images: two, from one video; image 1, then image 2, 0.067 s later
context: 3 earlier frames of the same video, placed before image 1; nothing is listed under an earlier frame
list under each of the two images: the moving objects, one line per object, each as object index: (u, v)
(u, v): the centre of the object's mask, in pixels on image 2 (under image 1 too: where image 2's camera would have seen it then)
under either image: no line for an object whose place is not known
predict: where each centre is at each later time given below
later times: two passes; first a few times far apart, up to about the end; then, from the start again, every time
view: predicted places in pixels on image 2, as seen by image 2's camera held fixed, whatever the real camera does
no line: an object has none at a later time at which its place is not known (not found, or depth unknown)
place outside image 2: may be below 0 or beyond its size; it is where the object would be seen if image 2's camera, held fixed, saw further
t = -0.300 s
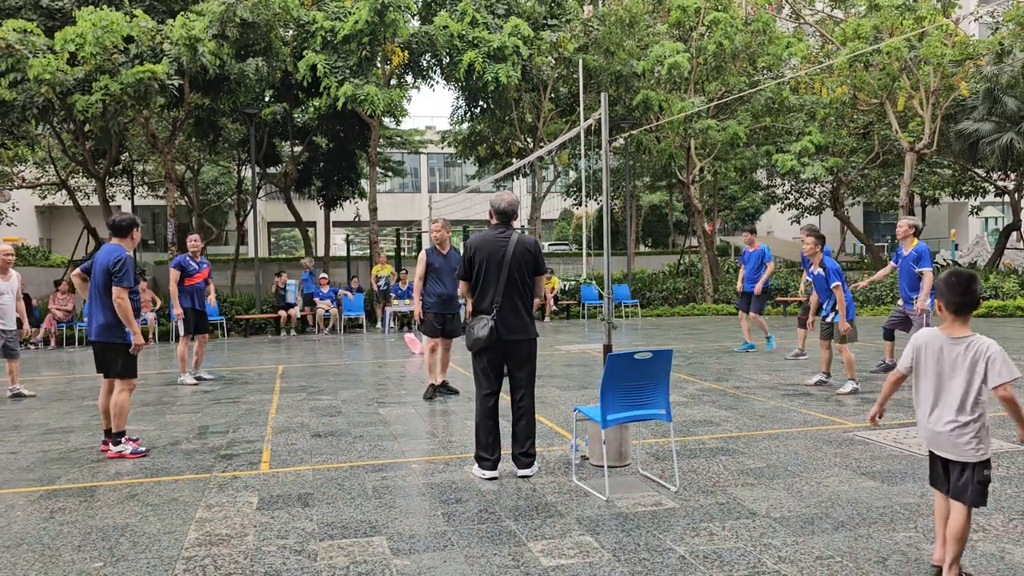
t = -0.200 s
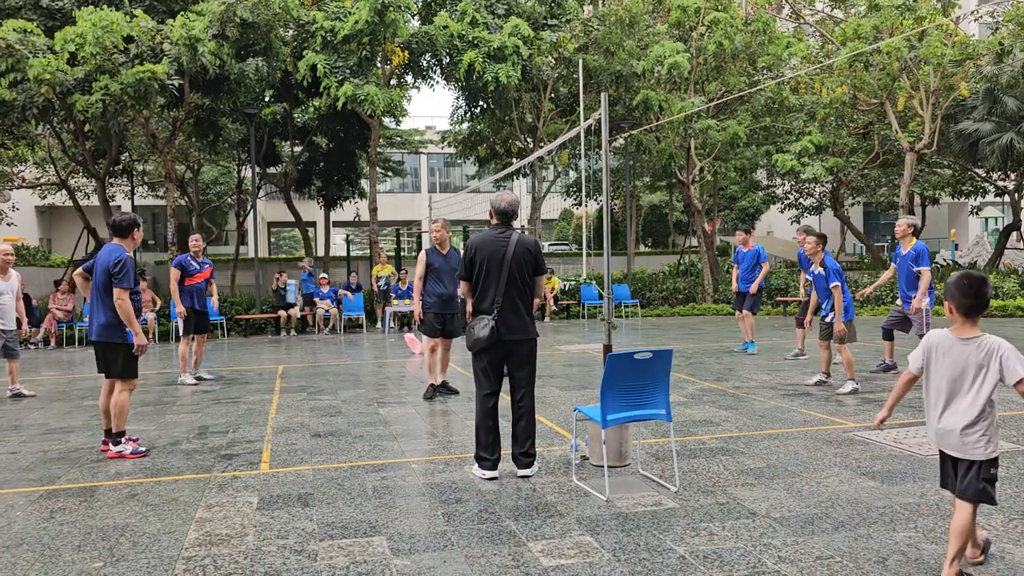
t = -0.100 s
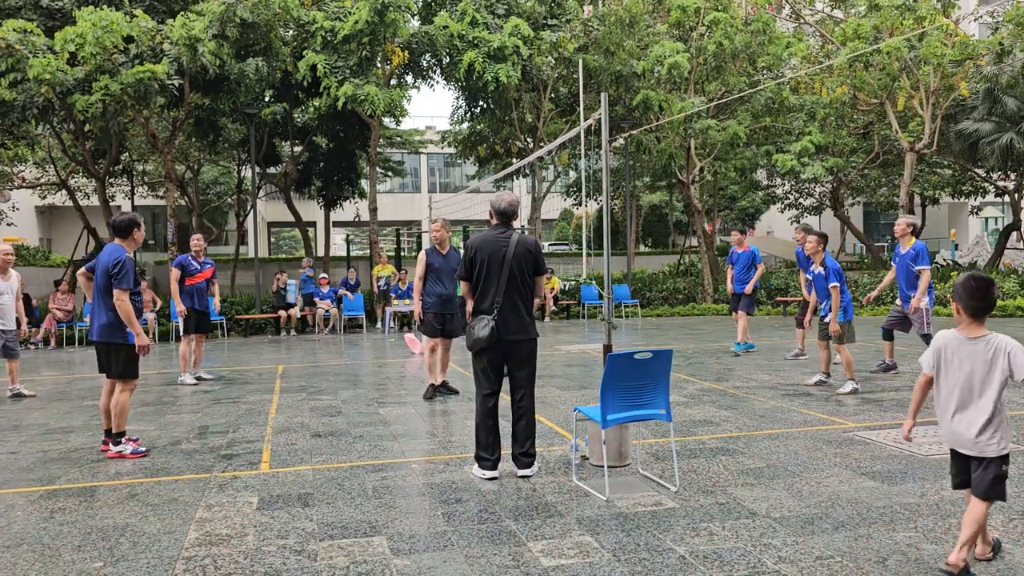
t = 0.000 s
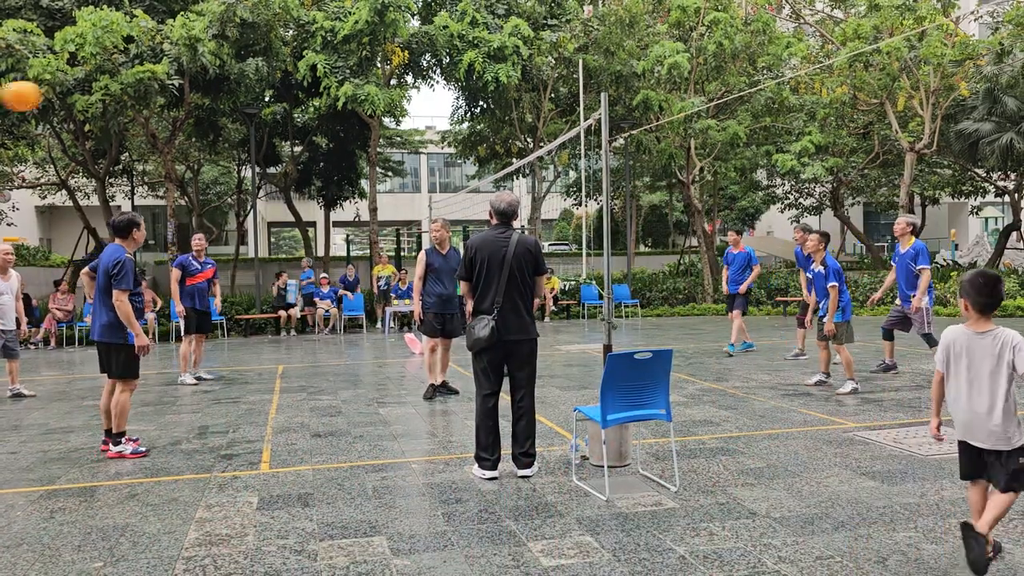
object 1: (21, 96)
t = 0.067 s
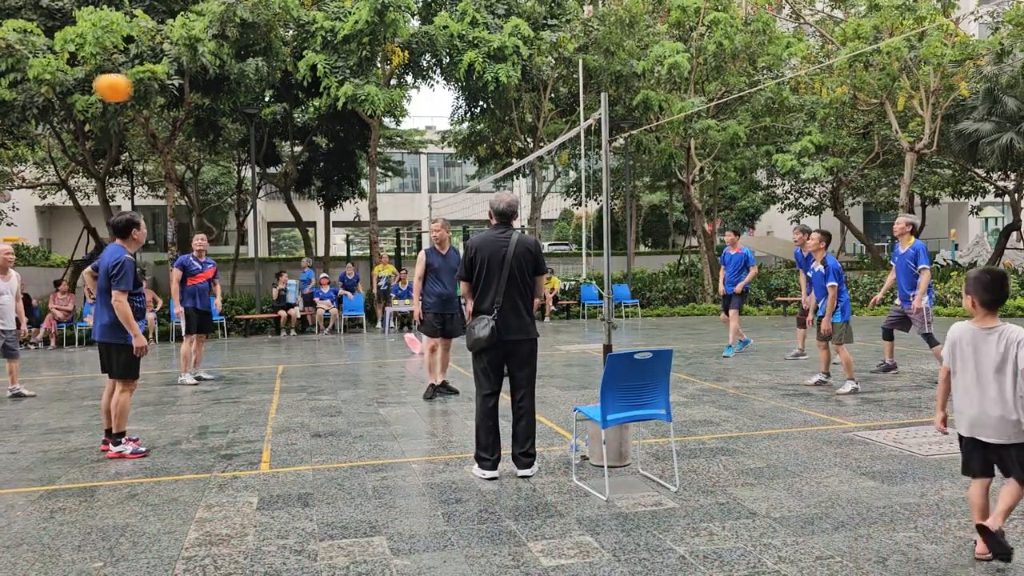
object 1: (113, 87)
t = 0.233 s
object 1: (308, 89)
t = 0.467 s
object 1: (527, 131)
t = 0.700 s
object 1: (706, 211)
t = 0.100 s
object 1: (156, 86)
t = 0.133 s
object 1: (197, 85)
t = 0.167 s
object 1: (236, 86)
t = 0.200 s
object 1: (273, 88)
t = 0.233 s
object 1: (308, 89)
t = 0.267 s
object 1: (343, 93)
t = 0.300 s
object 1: (377, 97)
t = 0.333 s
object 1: (406, 101)
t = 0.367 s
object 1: (440, 108)
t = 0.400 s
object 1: (472, 115)
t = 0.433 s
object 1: (499, 122)
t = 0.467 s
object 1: (527, 131)
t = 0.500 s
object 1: (555, 140)
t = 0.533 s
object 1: (583, 150)
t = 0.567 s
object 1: (610, 161)
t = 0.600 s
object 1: (633, 172)
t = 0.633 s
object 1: (658, 185)
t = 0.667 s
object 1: (683, 198)
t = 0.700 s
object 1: (706, 211)
